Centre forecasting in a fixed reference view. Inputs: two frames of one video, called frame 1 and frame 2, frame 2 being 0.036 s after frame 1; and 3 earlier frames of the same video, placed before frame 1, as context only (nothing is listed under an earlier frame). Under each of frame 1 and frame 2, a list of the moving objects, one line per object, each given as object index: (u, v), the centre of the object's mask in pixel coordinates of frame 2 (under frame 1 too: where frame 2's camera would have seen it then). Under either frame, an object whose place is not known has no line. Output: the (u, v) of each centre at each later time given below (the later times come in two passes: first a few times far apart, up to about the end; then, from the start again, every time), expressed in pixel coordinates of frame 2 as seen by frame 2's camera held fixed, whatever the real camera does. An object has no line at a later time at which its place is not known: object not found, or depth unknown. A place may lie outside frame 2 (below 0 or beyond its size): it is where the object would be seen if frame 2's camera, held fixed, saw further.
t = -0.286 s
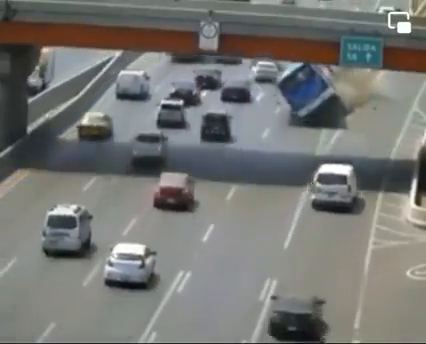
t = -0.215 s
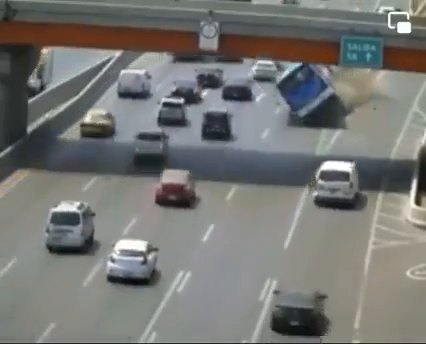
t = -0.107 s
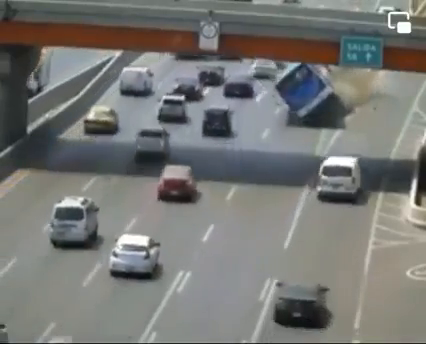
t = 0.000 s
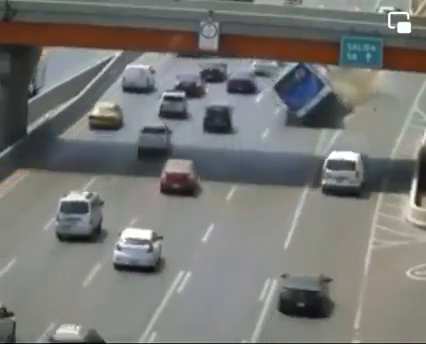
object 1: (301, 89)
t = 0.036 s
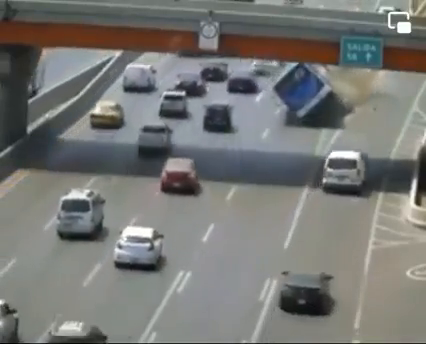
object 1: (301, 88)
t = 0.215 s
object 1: (300, 88)
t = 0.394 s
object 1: (298, 88)
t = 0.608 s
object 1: (294, 89)
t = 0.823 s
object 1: (291, 90)
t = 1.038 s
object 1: (287, 92)
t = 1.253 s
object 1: (282, 93)
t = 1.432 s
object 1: (278, 94)
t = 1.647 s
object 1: (277, 93)
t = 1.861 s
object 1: (278, 93)
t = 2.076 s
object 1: (282, 95)
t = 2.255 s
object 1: (281, 95)
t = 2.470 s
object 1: (277, 93)
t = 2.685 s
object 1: (279, 94)
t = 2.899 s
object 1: (279, 94)
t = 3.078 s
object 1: (278, 94)
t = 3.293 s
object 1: (278, 94)
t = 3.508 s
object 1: (277, 93)
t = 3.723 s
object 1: (277, 93)
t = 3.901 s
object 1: (277, 93)
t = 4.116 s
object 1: (278, 93)
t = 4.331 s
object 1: (278, 94)
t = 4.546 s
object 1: (278, 94)
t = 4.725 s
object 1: (278, 94)
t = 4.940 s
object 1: (279, 94)
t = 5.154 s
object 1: (278, 94)
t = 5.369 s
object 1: (278, 94)
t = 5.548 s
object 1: (278, 94)
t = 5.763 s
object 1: (278, 94)
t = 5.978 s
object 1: (278, 94)
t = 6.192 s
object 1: (278, 94)
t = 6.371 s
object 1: (279, 94)
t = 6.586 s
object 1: (279, 94)
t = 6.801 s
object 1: (279, 94)
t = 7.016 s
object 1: (280, 94)
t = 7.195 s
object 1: (280, 94)
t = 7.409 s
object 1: (280, 94)
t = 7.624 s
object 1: (280, 94)
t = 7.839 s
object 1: (280, 94)
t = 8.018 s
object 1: (280, 94)
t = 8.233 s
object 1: (280, 94)
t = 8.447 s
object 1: (279, 93)
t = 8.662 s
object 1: (280, 95)
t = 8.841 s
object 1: (280, 94)
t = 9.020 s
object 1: (280, 95)
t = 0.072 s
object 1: (301, 88)
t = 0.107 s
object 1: (301, 88)
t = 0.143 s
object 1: (301, 88)
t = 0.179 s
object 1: (300, 88)
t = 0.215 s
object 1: (300, 88)
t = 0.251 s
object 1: (299, 88)
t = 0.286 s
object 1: (299, 88)
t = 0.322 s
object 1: (299, 88)
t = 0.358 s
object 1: (298, 88)
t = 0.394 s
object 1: (298, 88)
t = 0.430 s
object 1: (297, 88)
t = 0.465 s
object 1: (297, 88)
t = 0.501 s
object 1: (296, 89)
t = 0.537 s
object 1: (296, 89)
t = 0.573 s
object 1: (295, 89)
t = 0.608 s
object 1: (294, 89)
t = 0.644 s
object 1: (294, 90)
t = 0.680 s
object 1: (293, 90)
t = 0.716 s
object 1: (293, 90)
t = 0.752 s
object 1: (293, 90)
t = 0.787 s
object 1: (292, 90)
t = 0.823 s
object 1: (291, 90)
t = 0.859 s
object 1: (291, 91)
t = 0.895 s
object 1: (290, 92)
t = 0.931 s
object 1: (290, 90)
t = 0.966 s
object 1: (288, 92)
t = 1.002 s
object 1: (287, 92)
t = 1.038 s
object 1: (287, 92)
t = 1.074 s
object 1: (287, 92)
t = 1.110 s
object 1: (285, 93)
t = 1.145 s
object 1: (291, 94)
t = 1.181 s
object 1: (284, 92)
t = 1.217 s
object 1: (283, 92)
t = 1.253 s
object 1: (282, 93)
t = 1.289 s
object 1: (281, 93)
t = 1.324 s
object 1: (280, 94)
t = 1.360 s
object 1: (279, 94)
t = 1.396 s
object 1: (278, 94)
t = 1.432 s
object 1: (278, 94)
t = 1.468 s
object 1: (277, 93)
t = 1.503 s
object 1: (277, 93)
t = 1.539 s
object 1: (277, 93)
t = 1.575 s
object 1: (277, 93)
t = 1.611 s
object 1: (277, 93)
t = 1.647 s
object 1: (277, 93)
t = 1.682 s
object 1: (277, 93)
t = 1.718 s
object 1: (278, 94)
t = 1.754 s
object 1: (278, 94)
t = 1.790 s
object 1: (278, 93)
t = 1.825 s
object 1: (278, 94)
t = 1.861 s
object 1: (278, 93)
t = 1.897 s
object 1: (277, 93)
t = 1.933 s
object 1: (278, 94)
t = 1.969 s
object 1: (279, 94)
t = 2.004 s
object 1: (282, 95)
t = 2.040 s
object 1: (279, 94)
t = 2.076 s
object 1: (282, 95)
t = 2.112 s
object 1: (282, 95)
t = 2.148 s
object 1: (282, 95)
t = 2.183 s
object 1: (281, 95)
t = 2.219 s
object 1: (281, 95)
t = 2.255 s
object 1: (281, 95)
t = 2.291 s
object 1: (280, 95)
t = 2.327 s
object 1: (280, 95)
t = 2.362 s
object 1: (280, 95)
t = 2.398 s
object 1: (279, 94)
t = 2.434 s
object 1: (279, 94)
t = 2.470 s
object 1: (277, 93)
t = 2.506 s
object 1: (277, 93)
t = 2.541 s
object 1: (277, 93)
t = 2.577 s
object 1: (277, 93)
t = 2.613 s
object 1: (277, 93)
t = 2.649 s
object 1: (279, 94)
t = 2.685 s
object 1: (279, 94)
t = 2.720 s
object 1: (279, 94)
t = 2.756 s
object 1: (277, 93)
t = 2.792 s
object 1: (279, 94)
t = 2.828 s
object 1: (278, 94)
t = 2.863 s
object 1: (278, 94)
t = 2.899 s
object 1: (279, 94)
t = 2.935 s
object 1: (278, 94)
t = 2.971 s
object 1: (278, 94)
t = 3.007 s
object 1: (278, 94)
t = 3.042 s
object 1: (278, 94)
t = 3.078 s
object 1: (278, 94)
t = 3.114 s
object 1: (278, 94)
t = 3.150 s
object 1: (278, 94)
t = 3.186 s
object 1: (278, 94)
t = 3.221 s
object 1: (278, 94)
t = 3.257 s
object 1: (278, 94)
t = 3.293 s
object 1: (278, 94)
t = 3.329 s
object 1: (278, 94)
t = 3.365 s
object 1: (278, 94)
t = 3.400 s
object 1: (277, 93)
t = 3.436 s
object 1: (277, 93)
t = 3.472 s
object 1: (277, 93)
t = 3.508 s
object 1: (277, 93)
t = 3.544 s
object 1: (277, 93)
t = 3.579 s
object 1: (277, 93)
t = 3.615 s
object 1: (277, 93)
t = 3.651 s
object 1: (277, 93)
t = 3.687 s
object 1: (277, 93)
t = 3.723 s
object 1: (277, 93)
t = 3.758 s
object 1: (277, 93)
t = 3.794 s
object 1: (277, 93)
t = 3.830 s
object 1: (277, 93)
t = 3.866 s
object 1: (277, 93)
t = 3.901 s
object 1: (277, 93)
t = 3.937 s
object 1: (278, 93)
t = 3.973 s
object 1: (278, 93)
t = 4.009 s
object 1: (278, 93)
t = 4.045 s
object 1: (278, 93)
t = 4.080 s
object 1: (278, 93)
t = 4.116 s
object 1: (278, 93)
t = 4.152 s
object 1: (278, 94)
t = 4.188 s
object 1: (278, 94)
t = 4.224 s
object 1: (278, 94)
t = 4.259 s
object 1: (278, 94)
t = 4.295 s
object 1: (278, 94)
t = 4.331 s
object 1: (278, 94)
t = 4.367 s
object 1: (278, 94)
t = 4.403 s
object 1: (278, 94)
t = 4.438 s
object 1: (278, 94)
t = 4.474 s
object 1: (278, 94)
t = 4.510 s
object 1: (278, 94)
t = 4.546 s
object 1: (278, 94)
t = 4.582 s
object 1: (278, 94)
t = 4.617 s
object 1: (278, 94)
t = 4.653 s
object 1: (278, 94)
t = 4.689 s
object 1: (278, 94)
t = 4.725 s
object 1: (278, 94)
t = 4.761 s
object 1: (278, 94)
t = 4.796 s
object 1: (279, 94)
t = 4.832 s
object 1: (279, 94)
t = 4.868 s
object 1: (279, 94)
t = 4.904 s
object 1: (279, 94)
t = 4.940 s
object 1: (279, 94)
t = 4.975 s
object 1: (279, 94)
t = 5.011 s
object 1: (279, 94)
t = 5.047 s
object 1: (279, 94)
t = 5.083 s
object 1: (279, 94)
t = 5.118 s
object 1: (279, 94)
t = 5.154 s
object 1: (278, 94)
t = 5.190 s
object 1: (278, 94)
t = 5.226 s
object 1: (278, 94)
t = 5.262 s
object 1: (278, 94)
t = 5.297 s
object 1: (278, 94)
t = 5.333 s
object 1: (278, 94)
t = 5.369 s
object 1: (278, 94)
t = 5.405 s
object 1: (278, 94)
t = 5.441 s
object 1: (278, 94)
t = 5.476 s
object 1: (278, 94)
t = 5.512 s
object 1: (278, 94)
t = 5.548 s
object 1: (278, 94)
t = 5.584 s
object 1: (278, 94)
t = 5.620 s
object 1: (278, 94)
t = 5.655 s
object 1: (278, 94)
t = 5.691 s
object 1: (278, 94)
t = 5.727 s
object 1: (278, 94)
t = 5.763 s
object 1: (278, 94)
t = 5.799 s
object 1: (278, 94)
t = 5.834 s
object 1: (278, 94)
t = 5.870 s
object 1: (278, 94)
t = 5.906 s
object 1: (278, 94)
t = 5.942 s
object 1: (278, 94)
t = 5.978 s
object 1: (278, 94)
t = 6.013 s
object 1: (278, 94)
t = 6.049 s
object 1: (278, 94)
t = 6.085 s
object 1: (278, 94)
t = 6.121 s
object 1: (278, 94)
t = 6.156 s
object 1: (278, 94)
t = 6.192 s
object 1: (278, 94)
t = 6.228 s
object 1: (278, 94)
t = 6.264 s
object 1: (278, 94)
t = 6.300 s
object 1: (278, 94)
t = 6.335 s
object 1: (278, 94)
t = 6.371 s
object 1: (279, 94)
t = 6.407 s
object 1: (279, 94)
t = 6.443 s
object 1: (279, 94)
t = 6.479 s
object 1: (279, 94)
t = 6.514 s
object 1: (279, 94)
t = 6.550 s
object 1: (279, 94)
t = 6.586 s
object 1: (279, 94)
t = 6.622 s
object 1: (279, 94)
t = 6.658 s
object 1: (279, 94)
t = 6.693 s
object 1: (279, 94)
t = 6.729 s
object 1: (279, 94)
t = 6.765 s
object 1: (279, 94)
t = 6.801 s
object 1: (279, 94)
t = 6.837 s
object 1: (280, 94)
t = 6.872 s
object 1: (280, 94)
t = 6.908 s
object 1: (280, 94)
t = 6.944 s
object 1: (280, 94)
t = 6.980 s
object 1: (280, 94)
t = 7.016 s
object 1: (280, 94)
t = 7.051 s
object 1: (280, 94)
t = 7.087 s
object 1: (280, 94)
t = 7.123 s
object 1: (280, 94)
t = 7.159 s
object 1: (280, 94)
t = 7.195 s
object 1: (280, 94)
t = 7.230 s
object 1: (280, 94)
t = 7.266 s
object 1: (280, 94)
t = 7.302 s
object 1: (280, 94)
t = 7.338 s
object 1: (280, 94)
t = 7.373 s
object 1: (280, 94)
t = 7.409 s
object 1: (280, 94)
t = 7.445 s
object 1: (280, 94)
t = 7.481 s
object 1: (280, 94)
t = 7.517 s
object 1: (280, 94)
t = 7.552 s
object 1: (280, 94)
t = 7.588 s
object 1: (280, 94)
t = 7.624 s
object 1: (280, 94)
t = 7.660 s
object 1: (280, 94)
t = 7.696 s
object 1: (280, 94)
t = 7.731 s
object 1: (280, 94)
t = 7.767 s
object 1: (280, 94)
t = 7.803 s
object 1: (279, 93)
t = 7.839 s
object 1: (280, 94)
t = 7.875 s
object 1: (279, 93)
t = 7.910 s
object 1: (280, 94)
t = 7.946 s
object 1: (280, 94)
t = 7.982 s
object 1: (280, 94)
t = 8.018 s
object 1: (280, 94)
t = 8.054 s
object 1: (280, 94)
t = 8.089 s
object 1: (280, 94)
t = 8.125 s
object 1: (280, 94)
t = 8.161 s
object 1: (280, 94)
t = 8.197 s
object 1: (280, 94)
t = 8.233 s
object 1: (280, 94)
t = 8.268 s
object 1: (280, 94)
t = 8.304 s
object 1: (280, 94)
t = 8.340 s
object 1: (279, 93)
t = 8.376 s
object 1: (279, 93)
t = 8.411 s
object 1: (280, 94)
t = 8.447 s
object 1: (279, 93)
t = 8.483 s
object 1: (280, 94)
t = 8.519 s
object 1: (279, 93)
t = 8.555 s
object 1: (280, 94)
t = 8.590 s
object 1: (280, 94)
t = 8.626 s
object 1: (279, 94)
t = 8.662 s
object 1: (280, 95)
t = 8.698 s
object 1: (280, 94)
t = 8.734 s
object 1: (280, 94)
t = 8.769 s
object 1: (280, 94)
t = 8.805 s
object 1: (280, 94)
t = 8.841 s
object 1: (280, 94)
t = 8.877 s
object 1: (279, 94)
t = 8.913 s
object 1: (279, 94)
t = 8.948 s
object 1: (280, 95)
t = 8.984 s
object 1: (279, 94)
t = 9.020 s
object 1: (280, 95)
